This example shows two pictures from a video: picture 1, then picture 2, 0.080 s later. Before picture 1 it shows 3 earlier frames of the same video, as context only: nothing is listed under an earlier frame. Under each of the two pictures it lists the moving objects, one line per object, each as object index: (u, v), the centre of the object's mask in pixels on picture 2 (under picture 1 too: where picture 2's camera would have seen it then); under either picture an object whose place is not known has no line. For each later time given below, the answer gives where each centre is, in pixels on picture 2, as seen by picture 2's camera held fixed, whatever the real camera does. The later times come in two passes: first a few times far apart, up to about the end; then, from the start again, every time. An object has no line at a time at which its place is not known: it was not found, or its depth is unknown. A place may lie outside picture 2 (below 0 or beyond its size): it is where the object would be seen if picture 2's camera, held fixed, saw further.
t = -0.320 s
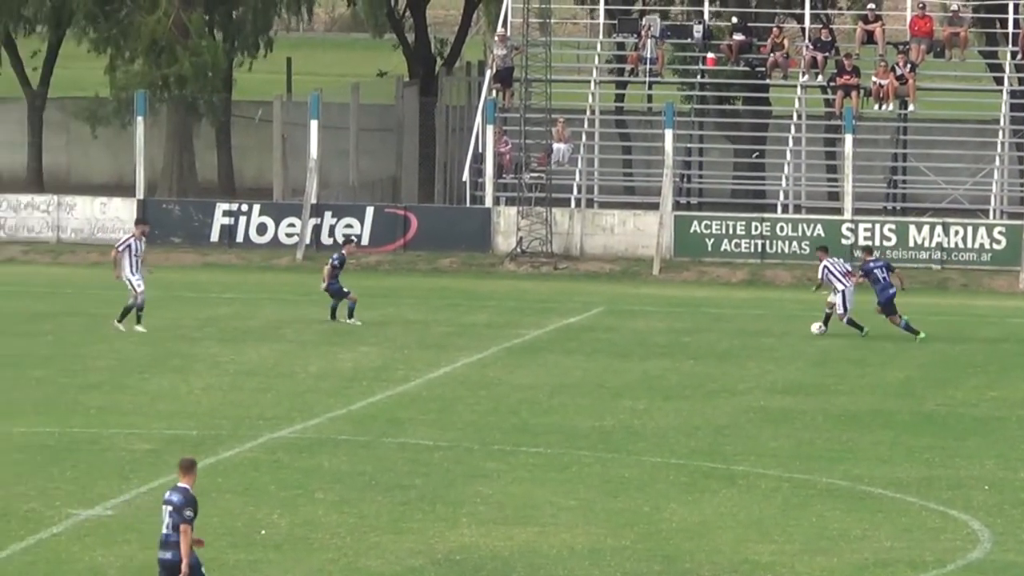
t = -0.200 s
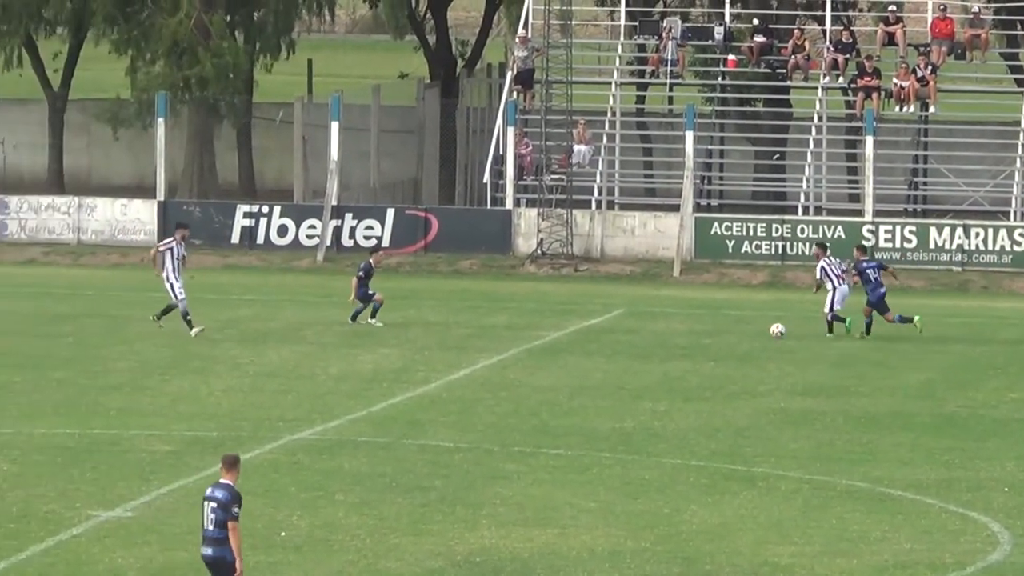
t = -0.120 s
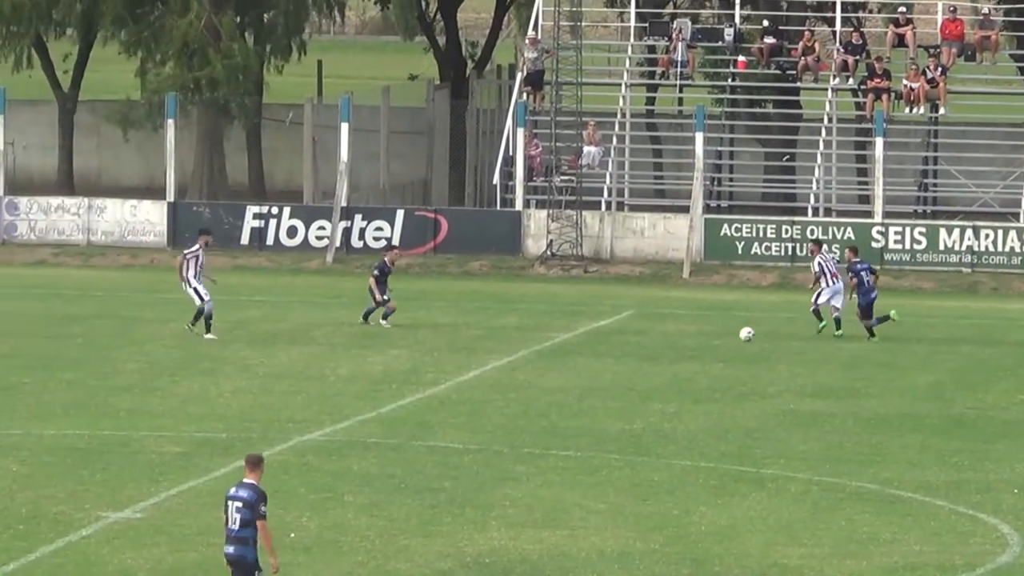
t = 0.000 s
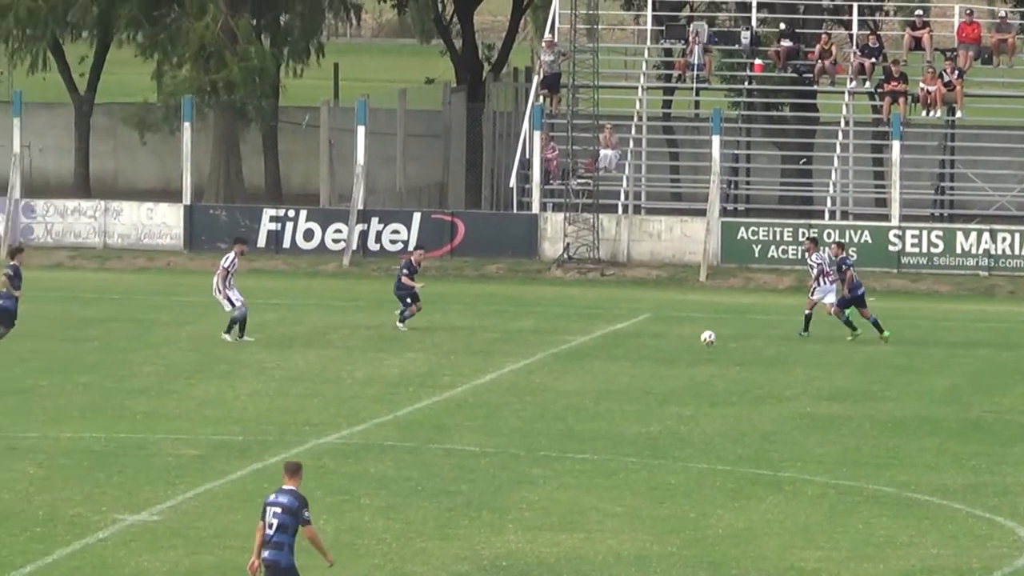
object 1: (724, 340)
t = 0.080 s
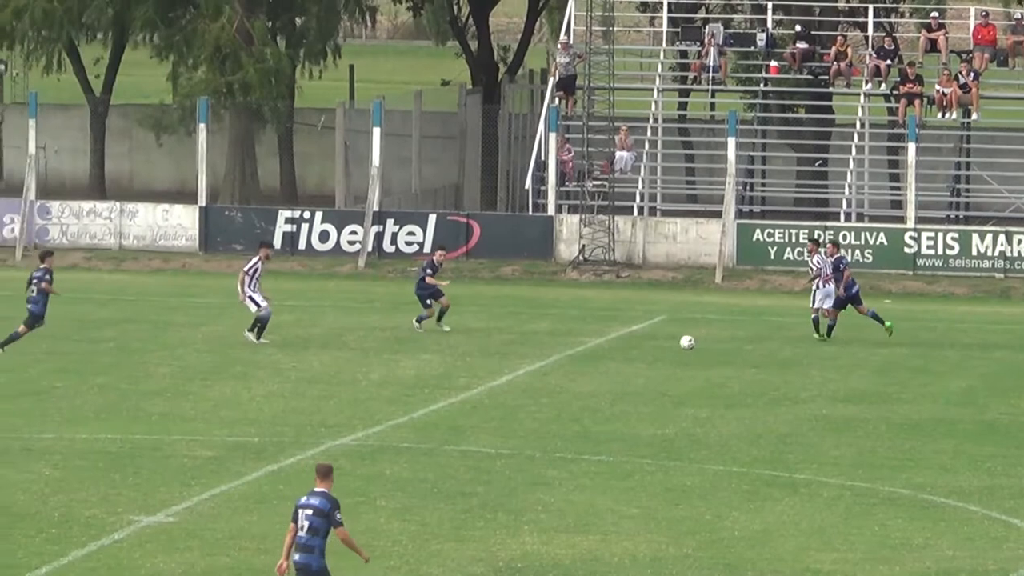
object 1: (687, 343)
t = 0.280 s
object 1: (607, 342)
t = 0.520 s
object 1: (523, 345)
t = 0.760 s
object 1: (445, 345)
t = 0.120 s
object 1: (669, 344)
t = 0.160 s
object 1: (654, 342)
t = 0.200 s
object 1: (639, 341)
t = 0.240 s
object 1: (622, 341)
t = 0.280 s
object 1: (607, 342)
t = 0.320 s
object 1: (592, 344)
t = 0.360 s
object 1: (577, 345)
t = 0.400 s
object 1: (563, 344)
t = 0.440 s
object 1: (550, 343)
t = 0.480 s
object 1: (536, 343)
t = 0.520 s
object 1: (523, 345)
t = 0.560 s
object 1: (510, 347)
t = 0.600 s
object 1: (496, 347)
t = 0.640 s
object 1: (483, 345)
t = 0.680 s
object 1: (471, 343)
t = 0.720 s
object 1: (458, 344)
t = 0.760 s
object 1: (445, 345)
